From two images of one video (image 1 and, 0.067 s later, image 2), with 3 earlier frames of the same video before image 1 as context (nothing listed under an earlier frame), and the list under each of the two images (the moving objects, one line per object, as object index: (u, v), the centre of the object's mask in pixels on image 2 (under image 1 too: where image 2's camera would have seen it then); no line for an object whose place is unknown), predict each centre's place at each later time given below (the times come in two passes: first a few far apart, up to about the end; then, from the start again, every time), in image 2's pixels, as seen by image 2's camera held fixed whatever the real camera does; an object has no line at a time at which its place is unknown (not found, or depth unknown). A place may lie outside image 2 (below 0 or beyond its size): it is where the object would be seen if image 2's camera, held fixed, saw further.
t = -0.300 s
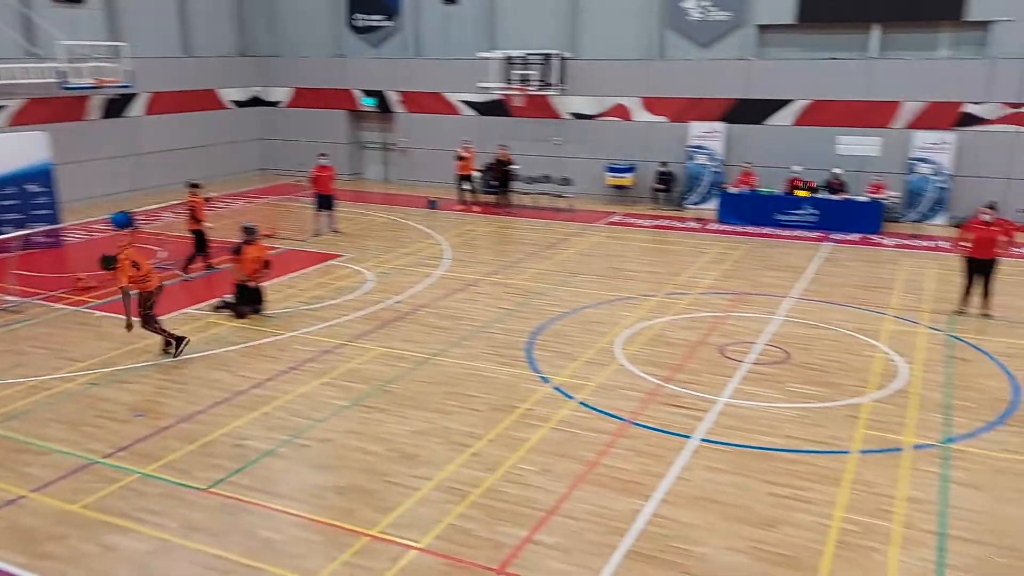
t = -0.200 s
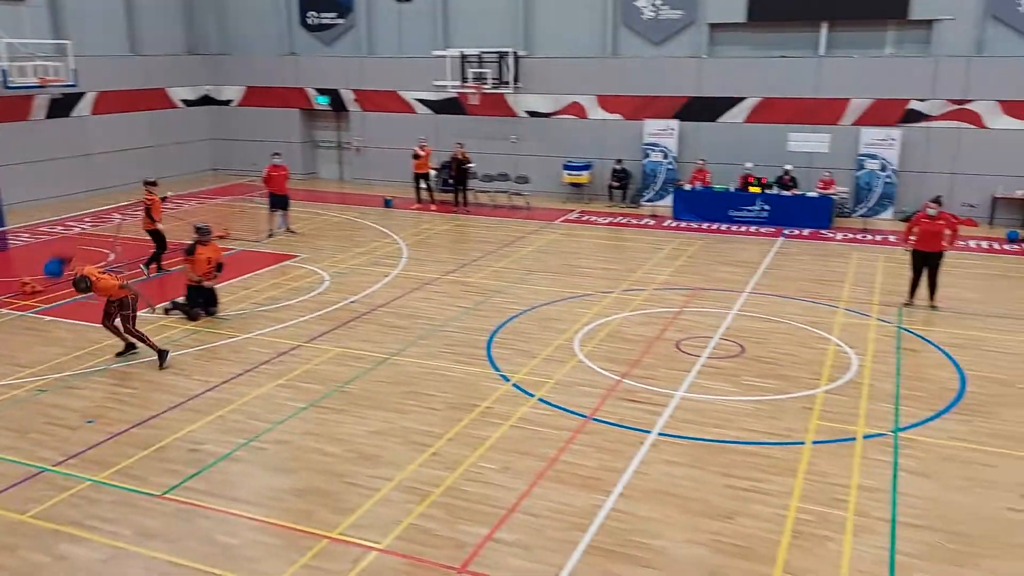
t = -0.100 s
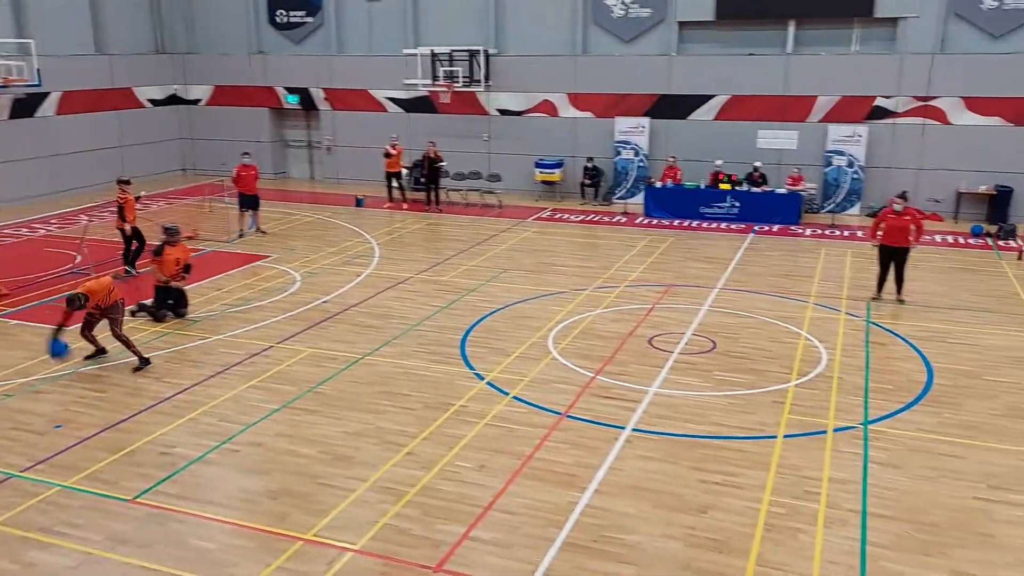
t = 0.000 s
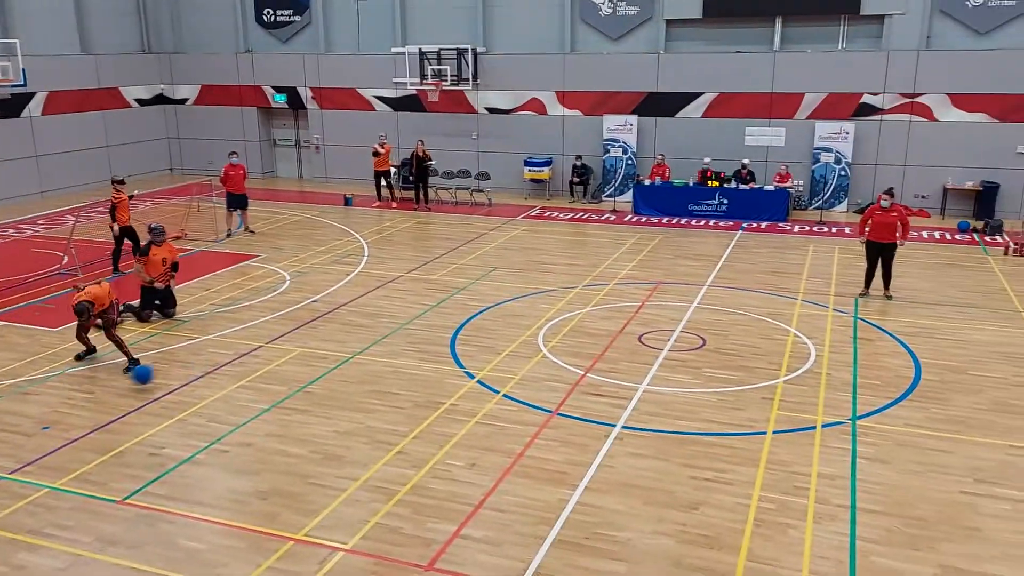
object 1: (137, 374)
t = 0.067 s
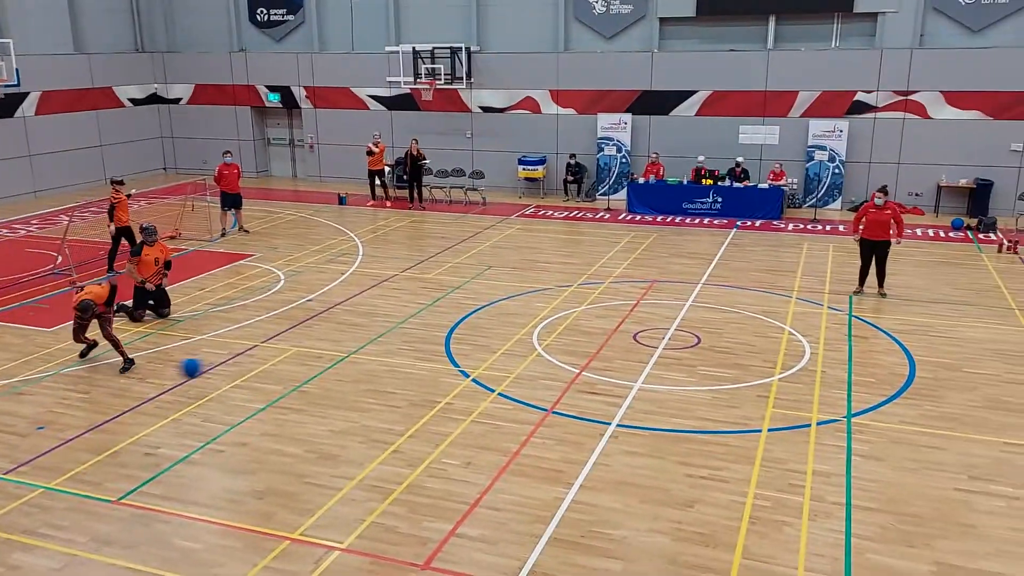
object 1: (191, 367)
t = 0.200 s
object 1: (304, 366)
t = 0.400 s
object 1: (482, 395)
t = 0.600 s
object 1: (661, 410)
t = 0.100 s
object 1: (218, 366)
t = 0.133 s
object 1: (247, 365)
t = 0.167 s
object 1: (275, 365)
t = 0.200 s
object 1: (304, 366)
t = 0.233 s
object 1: (332, 368)
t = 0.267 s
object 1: (362, 372)
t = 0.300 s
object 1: (391, 376)
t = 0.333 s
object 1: (422, 382)
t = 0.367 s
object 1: (451, 388)
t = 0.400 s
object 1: (482, 395)
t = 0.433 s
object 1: (512, 404)
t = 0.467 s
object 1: (542, 413)
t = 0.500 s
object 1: (571, 411)
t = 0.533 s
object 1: (601, 409)
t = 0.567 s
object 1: (630, 409)
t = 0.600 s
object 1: (661, 410)
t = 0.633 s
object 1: (692, 412)
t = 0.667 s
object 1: (722, 415)
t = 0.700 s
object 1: (754, 419)
